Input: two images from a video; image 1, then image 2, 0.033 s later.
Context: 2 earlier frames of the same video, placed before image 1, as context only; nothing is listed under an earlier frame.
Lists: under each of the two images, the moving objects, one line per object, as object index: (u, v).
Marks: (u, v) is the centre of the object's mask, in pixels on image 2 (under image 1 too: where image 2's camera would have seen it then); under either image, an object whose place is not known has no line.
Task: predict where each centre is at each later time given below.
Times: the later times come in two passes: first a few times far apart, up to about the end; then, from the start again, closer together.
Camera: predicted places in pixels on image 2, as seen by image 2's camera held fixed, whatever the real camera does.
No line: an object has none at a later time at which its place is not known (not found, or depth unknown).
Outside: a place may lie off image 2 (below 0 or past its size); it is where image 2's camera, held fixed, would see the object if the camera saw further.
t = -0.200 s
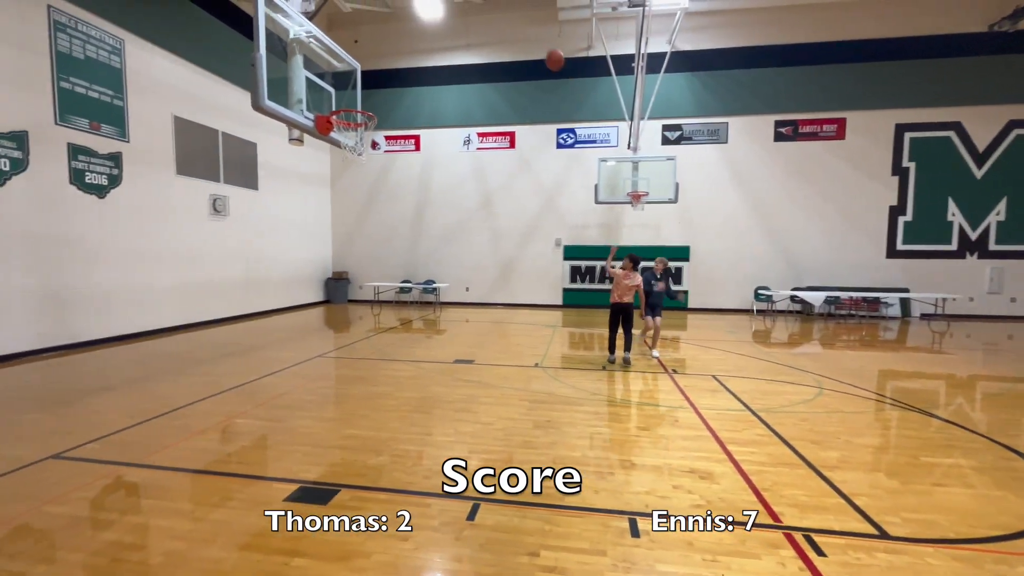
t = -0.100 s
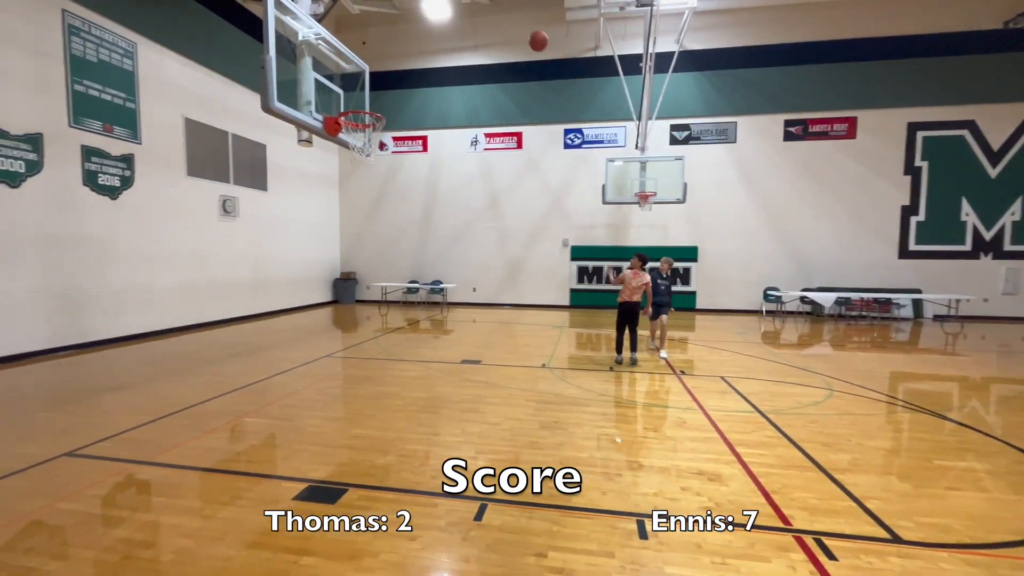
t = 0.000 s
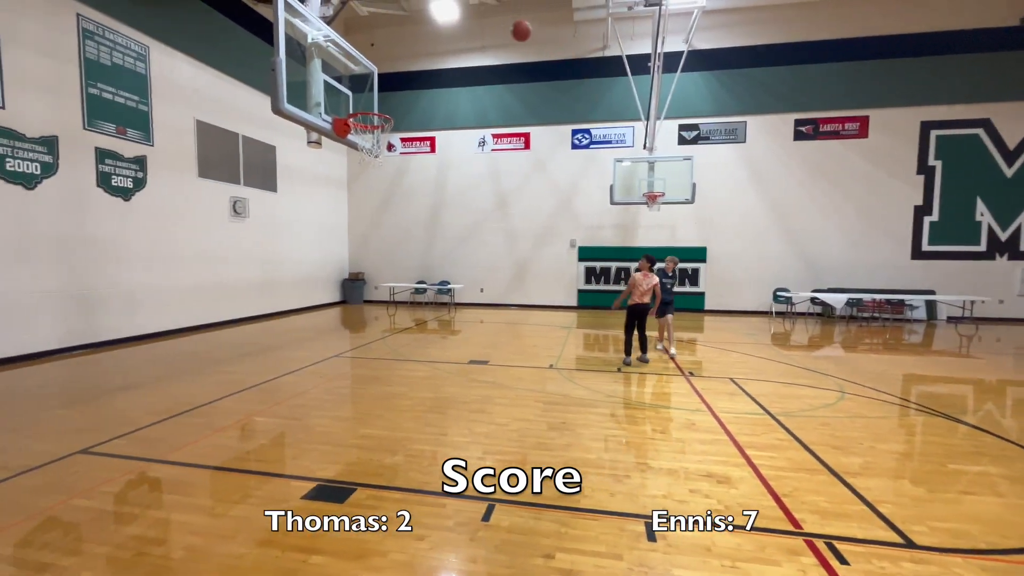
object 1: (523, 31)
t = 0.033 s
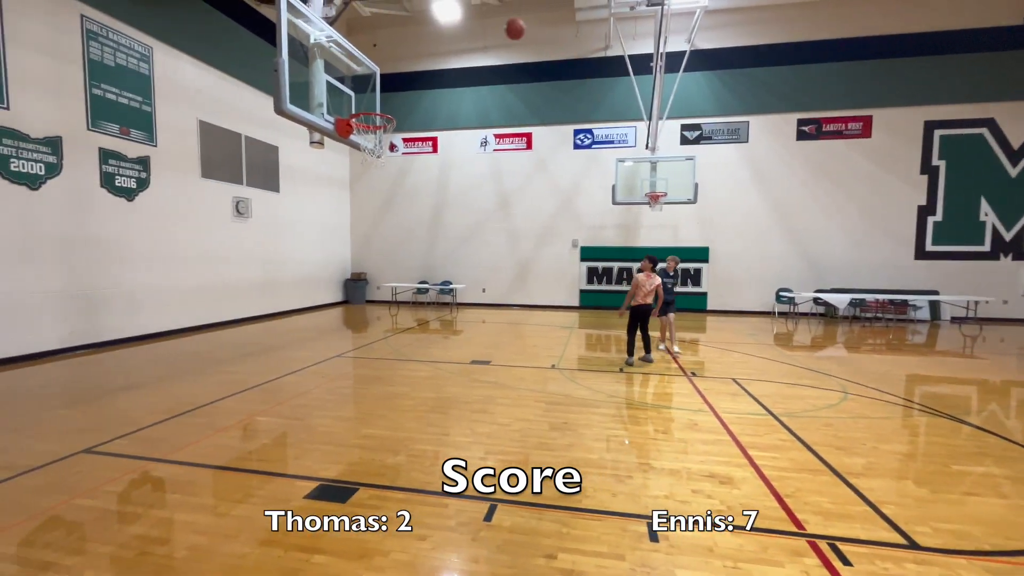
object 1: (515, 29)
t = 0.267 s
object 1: (451, 43)
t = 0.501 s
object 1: (384, 105)
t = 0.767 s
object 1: (336, 182)
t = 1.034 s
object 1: (304, 297)
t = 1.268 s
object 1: (288, 362)
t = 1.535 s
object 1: (310, 270)
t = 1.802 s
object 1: (332, 245)
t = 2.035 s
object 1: (351, 271)
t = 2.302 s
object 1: (373, 358)
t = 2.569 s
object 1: (385, 328)
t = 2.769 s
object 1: (394, 301)
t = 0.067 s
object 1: (506, 28)
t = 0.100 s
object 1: (497, 28)
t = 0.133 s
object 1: (489, 29)
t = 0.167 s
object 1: (480, 31)
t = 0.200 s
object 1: (470, 34)
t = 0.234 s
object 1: (461, 38)
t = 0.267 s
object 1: (451, 43)
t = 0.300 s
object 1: (442, 49)
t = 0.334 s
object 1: (432, 56)
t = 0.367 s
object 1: (423, 64)
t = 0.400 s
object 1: (412, 75)
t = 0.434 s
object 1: (403, 83)
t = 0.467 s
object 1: (394, 94)
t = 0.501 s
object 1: (384, 105)
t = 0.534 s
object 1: (373, 122)
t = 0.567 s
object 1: (363, 134)
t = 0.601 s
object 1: (355, 144)
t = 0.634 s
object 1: (351, 150)
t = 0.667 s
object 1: (348, 156)
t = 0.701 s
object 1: (343, 164)
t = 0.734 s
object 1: (339, 173)
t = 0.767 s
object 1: (336, 182)
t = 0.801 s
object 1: (332, 193)
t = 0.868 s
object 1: (324, 218)
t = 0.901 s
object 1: (320, 232)
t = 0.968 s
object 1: (311, 262)
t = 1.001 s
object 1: (307, 279)
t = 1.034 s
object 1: (304, 297)
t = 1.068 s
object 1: (300, 316)
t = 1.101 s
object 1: (295, 336)
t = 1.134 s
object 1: (290, 356)
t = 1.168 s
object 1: (286, 378)
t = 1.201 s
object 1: (283, 396)
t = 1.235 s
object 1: (285, 379)
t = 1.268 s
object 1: (288, 362)
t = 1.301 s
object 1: (290, 347)
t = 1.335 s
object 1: (294, 333)
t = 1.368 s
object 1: (296, 321)
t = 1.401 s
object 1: (299, 308)
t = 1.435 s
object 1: (301, 297)
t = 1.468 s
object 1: (304, 287)
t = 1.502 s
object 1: (307, 278)
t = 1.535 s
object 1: (310, 270)
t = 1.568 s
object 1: (312, 264)
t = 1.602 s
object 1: (315, 258)
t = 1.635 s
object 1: (318, 253)
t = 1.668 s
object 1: (321, 250)
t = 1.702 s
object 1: (324, 247)
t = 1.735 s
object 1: (327, 245)
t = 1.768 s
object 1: (329, 245)
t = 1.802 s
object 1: (332, 245)
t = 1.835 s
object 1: (335, 246)
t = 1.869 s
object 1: (338, 249)
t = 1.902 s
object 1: (341, 252)
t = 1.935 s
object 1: (342, 254)
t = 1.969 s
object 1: (347, 262)
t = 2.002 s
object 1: (348, 264)
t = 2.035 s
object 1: (351, 271)
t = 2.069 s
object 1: (354, 279)
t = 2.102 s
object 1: (356, 288)
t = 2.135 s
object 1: (359, 297)
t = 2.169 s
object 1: (362, 307)
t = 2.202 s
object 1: (365, 319)
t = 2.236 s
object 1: (367, 331)
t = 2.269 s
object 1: (370, 344)
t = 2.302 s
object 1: (373, 358)
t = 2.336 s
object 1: (375, 373)
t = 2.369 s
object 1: (377, 387)
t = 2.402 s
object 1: (378, 376)
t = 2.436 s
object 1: (380, 365)
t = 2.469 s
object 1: (381, 354)
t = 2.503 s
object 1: (382, 345)
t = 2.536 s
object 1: (384, 336)
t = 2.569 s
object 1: (385, 328)
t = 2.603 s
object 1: (386, 321)
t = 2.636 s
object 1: (388, 315)
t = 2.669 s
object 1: (389, 310)
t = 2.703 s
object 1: (391, 307)
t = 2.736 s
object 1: (392, 303)
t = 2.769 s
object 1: (394, 301)
